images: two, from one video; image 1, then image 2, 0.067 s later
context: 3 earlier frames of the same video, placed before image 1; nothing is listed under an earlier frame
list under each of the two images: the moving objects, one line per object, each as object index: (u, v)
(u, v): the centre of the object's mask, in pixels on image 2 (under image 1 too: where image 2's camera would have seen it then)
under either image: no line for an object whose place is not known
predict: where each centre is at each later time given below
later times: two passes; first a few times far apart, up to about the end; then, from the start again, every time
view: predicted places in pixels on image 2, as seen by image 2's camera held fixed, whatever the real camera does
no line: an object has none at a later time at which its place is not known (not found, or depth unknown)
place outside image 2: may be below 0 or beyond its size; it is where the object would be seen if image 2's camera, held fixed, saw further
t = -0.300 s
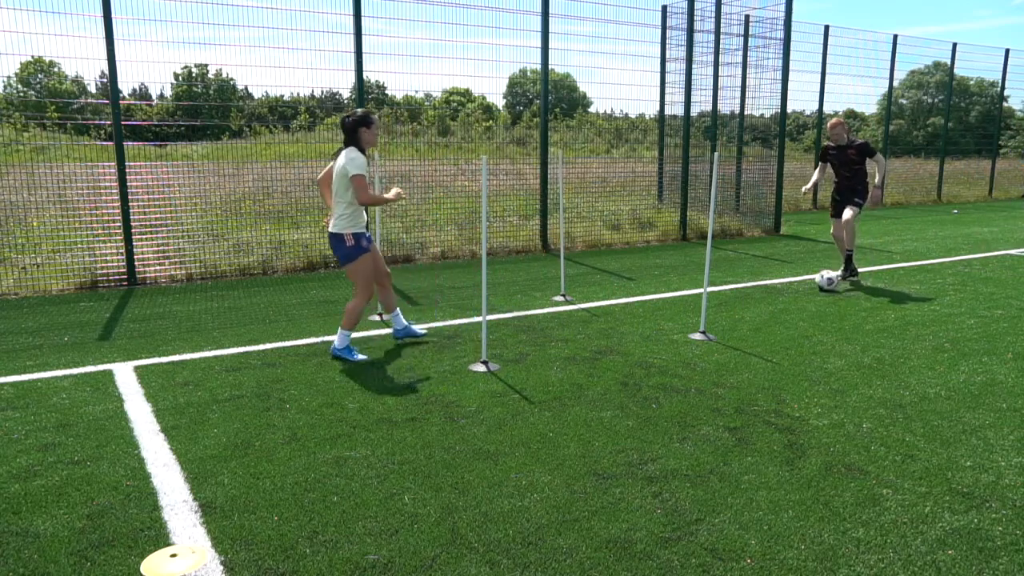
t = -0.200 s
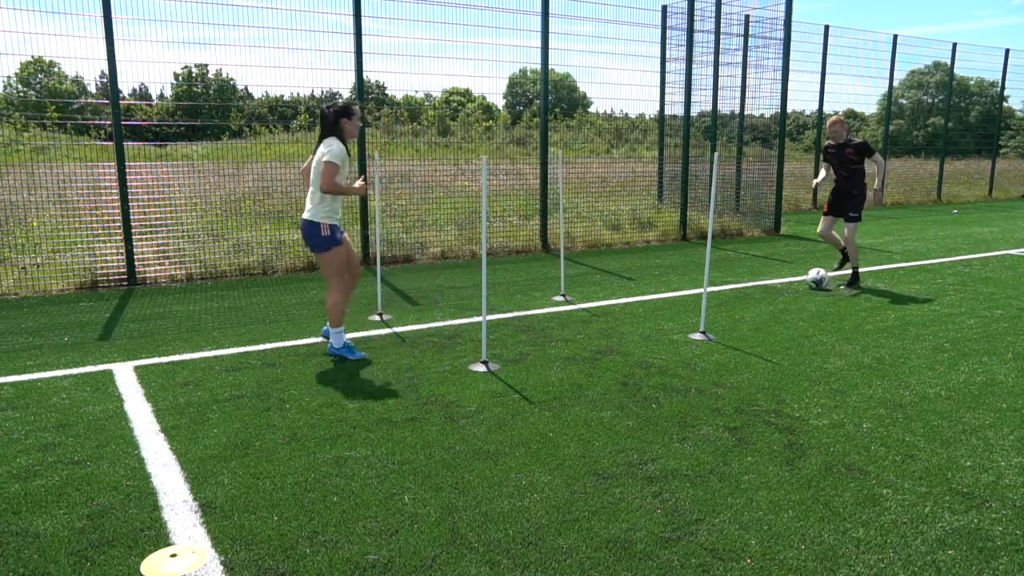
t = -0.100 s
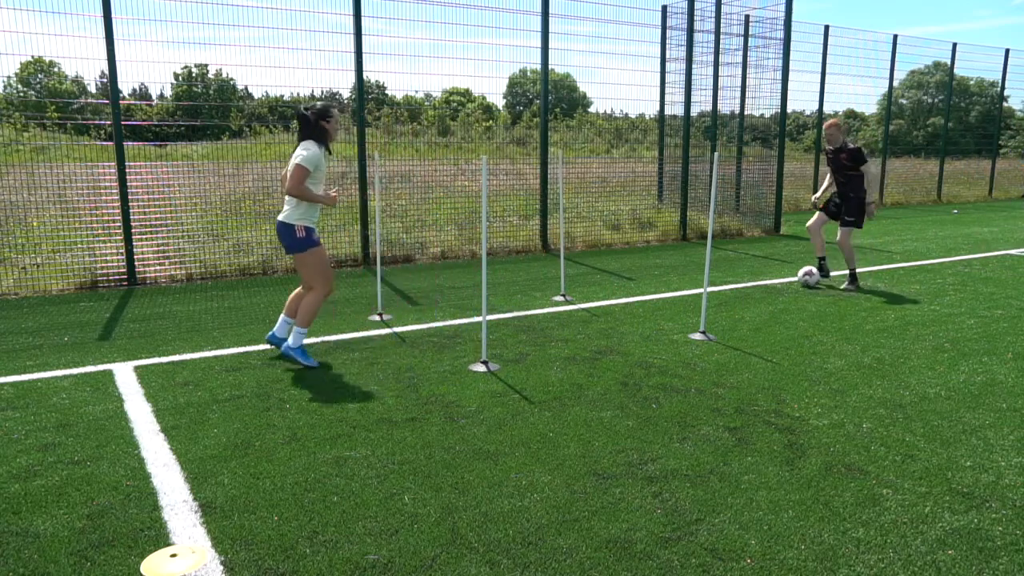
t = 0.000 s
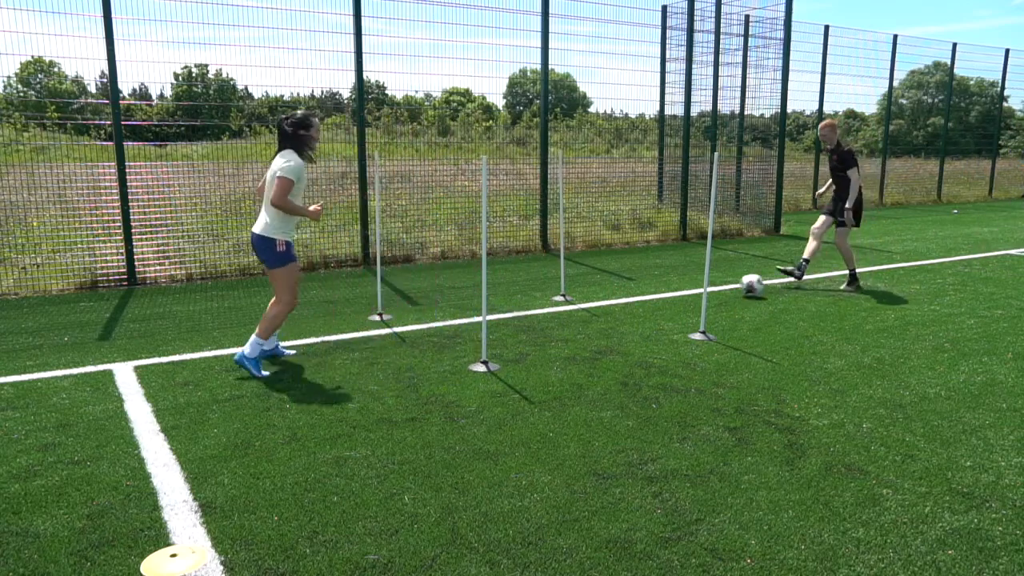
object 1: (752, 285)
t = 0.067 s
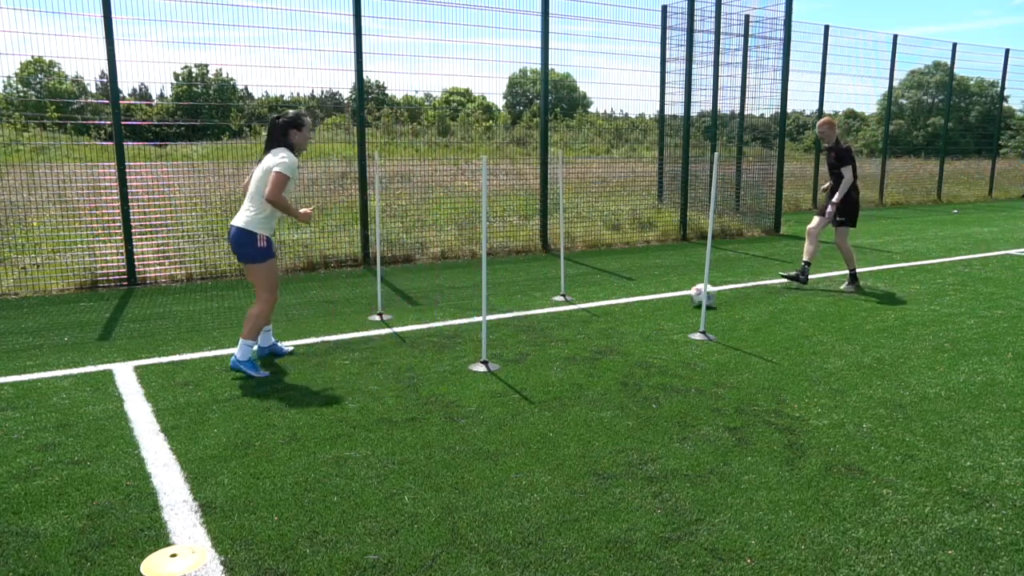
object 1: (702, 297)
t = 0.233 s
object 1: (568, 319)
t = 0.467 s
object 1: (338, 360)
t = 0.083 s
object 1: (690, 298)
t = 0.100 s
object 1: (678, 301)
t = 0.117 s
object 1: (666, 302)
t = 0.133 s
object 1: (652, 303)
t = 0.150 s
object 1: (639, 306)
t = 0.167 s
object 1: (625, 308)
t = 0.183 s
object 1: (612, 311)
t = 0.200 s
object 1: (597, 314)
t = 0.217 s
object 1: (583, 317)
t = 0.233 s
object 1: (568, 319)
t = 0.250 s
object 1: (553, 322)
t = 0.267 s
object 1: (540, 324)
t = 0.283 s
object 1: (524, 326)
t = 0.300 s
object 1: (508, 329)
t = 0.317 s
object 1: (495, 331)
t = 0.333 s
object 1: (472, 335)
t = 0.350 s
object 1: (459, 339)
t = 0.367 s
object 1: (444, 341)
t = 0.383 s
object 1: (427, 343)
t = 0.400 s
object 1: (410, 347)
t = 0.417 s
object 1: (394, 349)
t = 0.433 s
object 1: (376, 352)
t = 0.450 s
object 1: (356, 355)
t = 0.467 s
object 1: (338, 360)
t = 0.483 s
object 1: (320, 364)
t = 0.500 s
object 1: (301, 368)
